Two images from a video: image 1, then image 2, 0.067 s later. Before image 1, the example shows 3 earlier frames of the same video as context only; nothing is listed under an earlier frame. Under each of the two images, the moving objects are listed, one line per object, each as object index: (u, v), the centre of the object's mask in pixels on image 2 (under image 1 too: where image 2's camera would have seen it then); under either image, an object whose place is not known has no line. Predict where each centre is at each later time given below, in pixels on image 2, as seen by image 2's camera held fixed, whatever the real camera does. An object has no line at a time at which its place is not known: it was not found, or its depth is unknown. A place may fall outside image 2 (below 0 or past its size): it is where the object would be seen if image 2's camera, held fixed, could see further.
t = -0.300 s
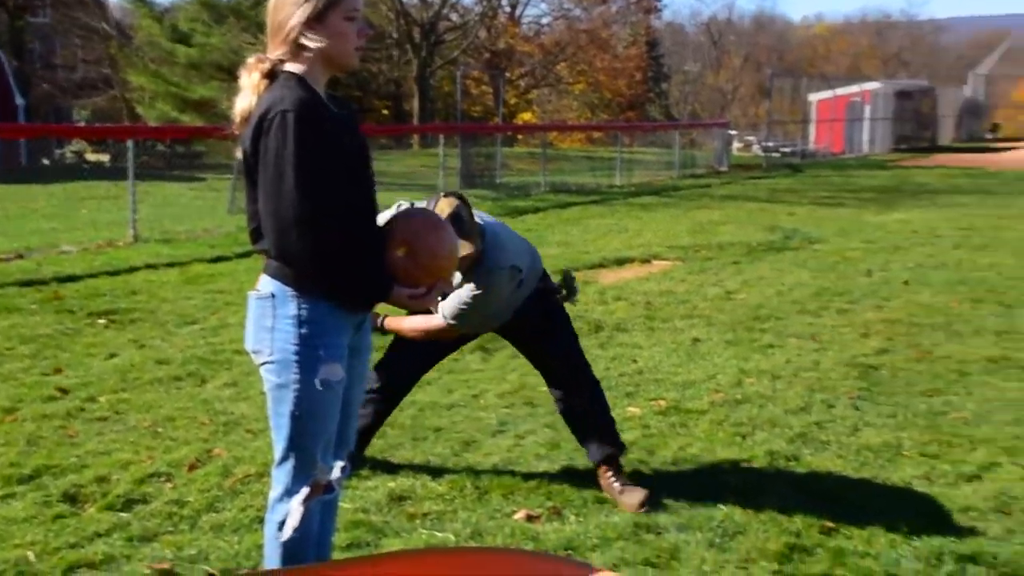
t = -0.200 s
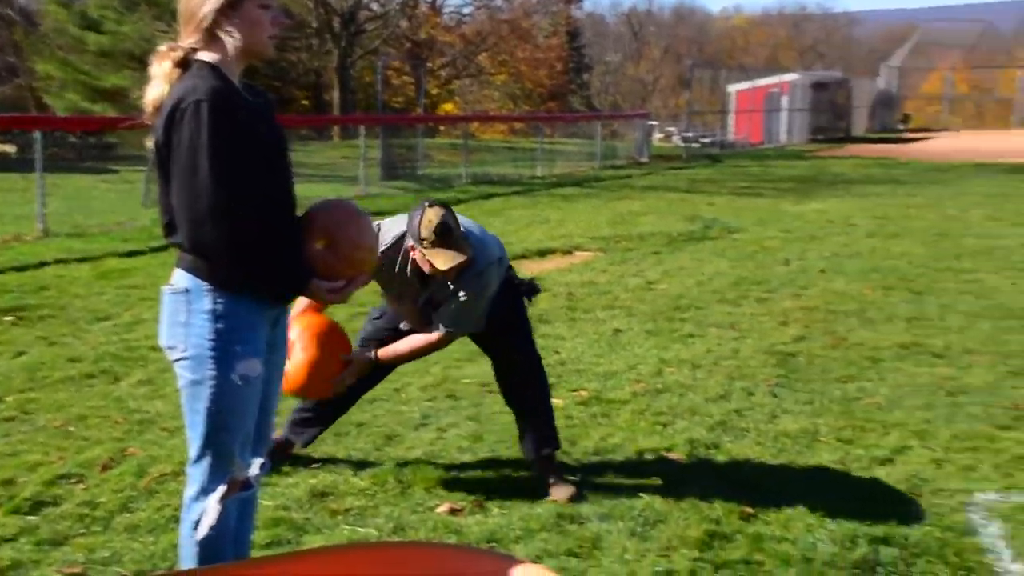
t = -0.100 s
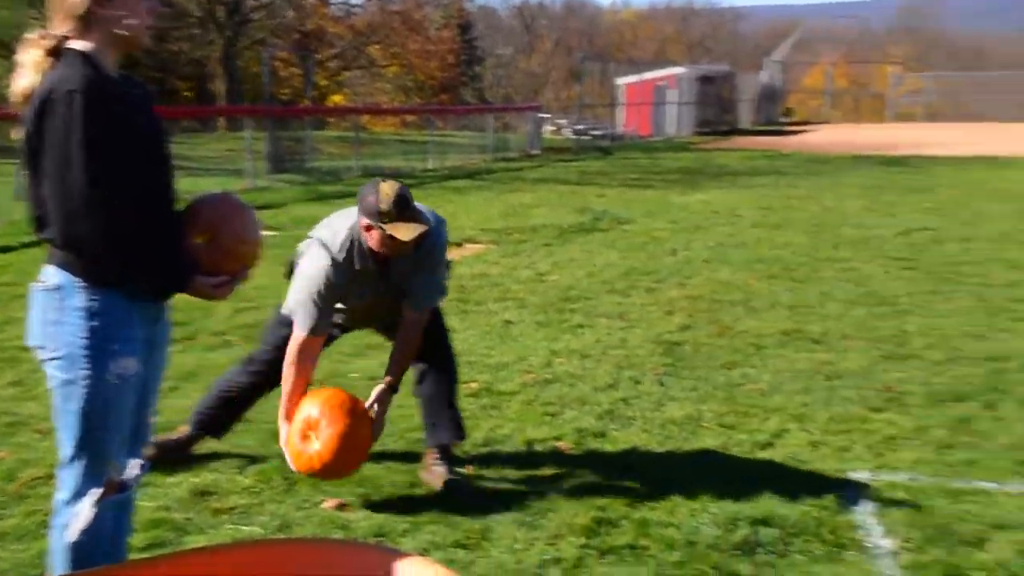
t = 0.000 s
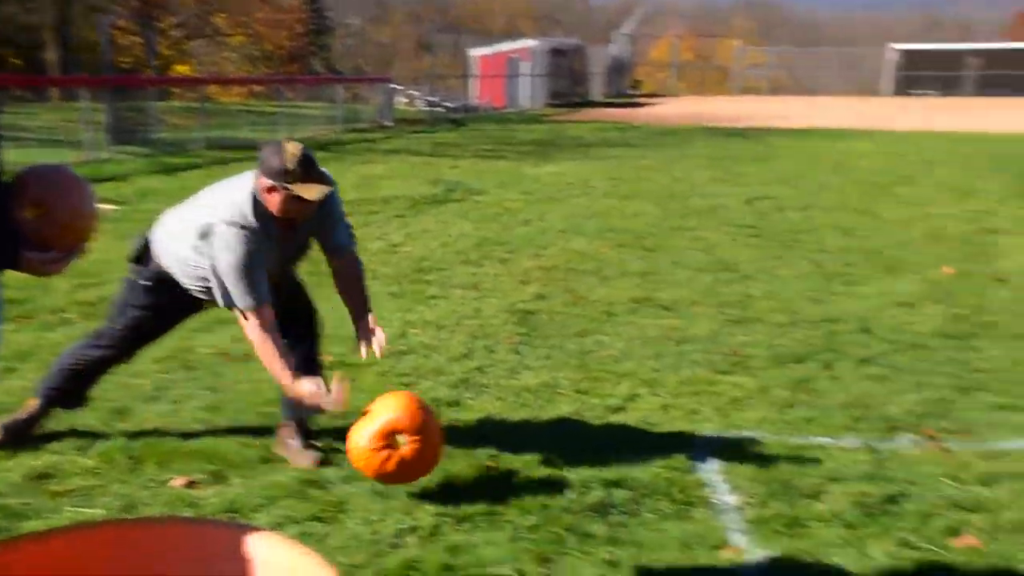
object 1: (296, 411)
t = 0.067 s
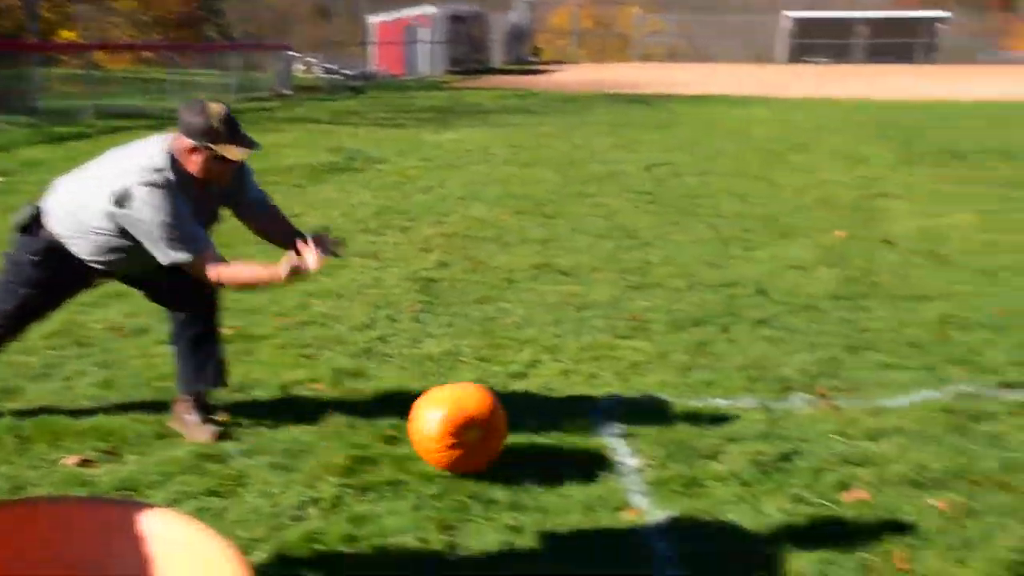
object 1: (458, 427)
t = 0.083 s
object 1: (498, 434)
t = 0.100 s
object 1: (539, 440)
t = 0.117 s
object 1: (578, 447)
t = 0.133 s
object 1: (618, 451)
